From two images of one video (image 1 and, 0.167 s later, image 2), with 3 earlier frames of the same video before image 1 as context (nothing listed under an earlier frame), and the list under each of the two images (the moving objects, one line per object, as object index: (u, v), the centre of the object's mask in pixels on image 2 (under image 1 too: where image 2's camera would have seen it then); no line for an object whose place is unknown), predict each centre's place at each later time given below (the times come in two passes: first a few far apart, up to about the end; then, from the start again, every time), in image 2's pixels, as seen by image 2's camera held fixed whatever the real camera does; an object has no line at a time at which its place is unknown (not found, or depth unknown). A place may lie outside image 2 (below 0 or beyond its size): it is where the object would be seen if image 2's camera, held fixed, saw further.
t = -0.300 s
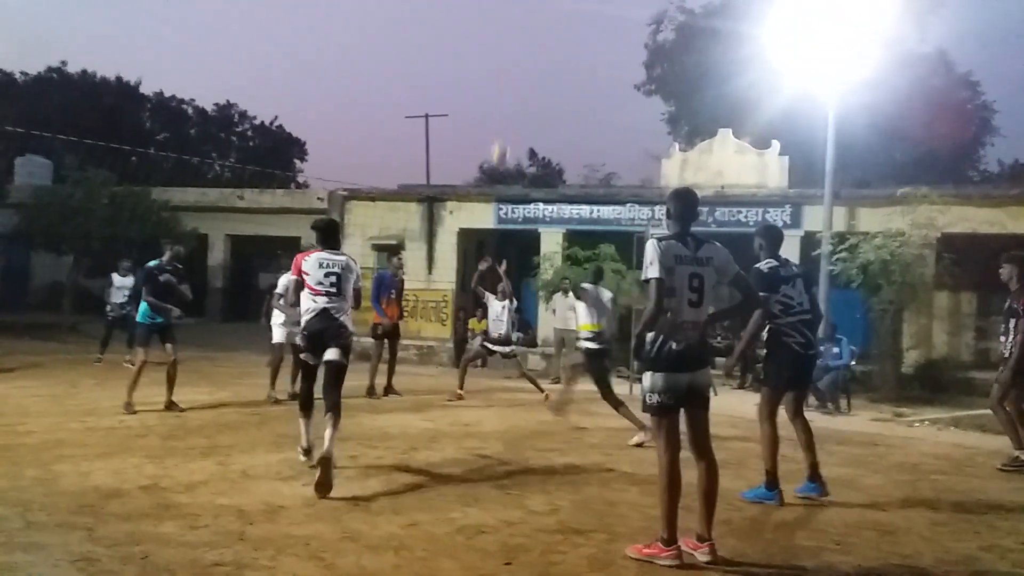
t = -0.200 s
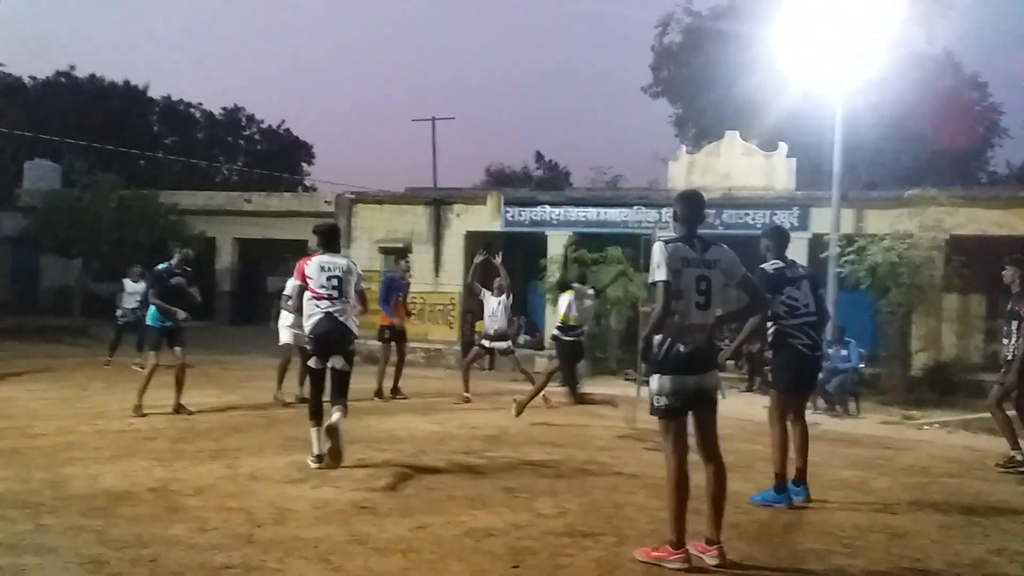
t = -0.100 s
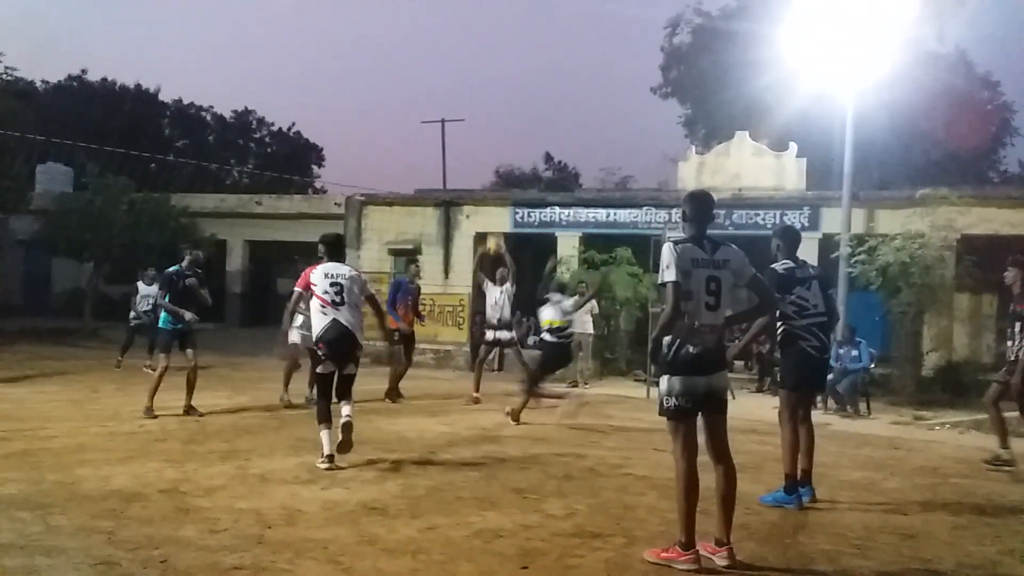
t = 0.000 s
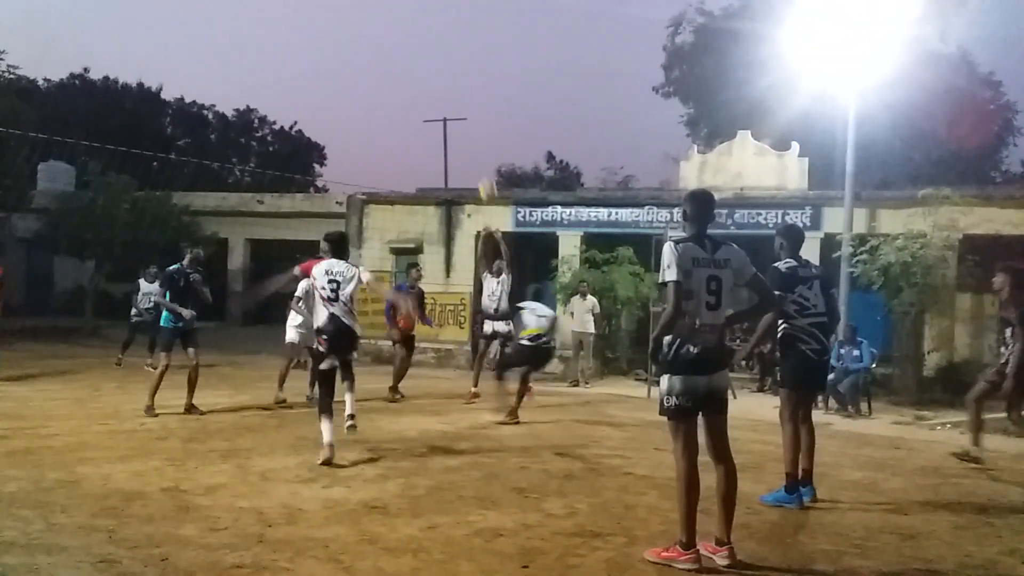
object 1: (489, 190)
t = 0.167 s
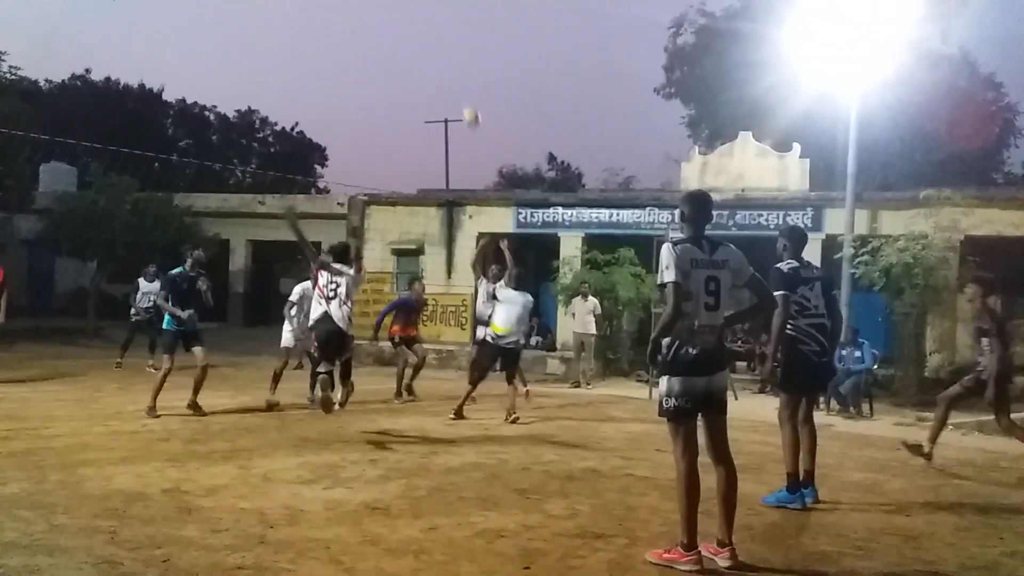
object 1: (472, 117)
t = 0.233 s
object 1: (464, 92)
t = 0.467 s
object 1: (434, 36)
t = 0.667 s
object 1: (405, 24)
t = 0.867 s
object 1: (377, 50)
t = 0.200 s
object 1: (467, 105)
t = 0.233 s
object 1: (464, 92)
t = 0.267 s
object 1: (460, 82)
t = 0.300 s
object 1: (456, 72)
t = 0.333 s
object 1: (451, 63)
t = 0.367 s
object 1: (447, 55)
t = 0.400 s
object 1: (443, 47)
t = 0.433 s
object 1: (439, 41)
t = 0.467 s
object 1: (434, 36)
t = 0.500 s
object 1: (430, 32)
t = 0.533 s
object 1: (426, 29)
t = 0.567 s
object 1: (421, 27)
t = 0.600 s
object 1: (416, 25)
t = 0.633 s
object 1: (411, 25)
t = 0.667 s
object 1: (405, 24)
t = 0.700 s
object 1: (401, 25)
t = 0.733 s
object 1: (396, 29)
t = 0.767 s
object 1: (391, 33)
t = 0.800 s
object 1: (387, 38)
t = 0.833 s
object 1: (382, 44)
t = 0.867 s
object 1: (377, 50)
